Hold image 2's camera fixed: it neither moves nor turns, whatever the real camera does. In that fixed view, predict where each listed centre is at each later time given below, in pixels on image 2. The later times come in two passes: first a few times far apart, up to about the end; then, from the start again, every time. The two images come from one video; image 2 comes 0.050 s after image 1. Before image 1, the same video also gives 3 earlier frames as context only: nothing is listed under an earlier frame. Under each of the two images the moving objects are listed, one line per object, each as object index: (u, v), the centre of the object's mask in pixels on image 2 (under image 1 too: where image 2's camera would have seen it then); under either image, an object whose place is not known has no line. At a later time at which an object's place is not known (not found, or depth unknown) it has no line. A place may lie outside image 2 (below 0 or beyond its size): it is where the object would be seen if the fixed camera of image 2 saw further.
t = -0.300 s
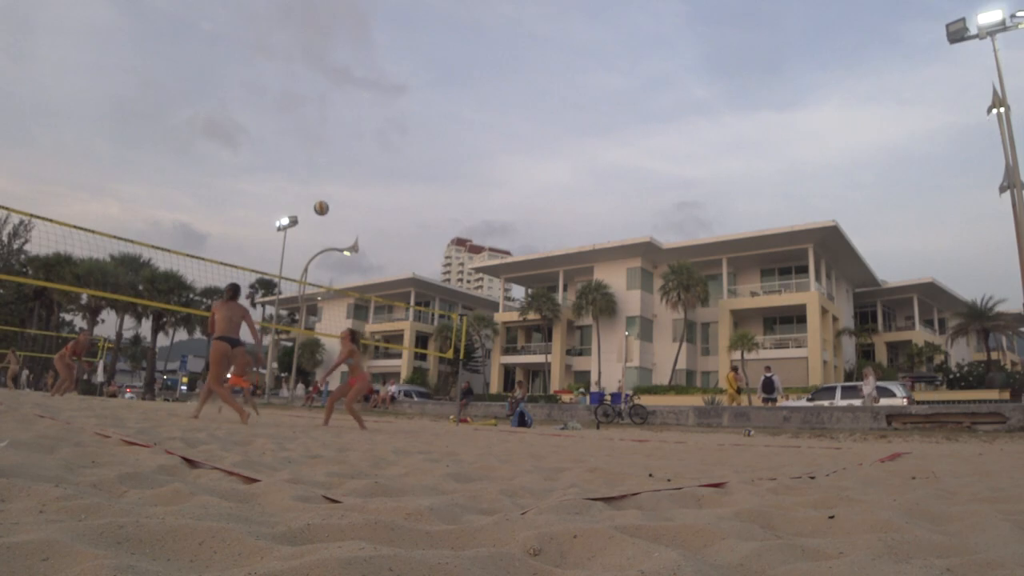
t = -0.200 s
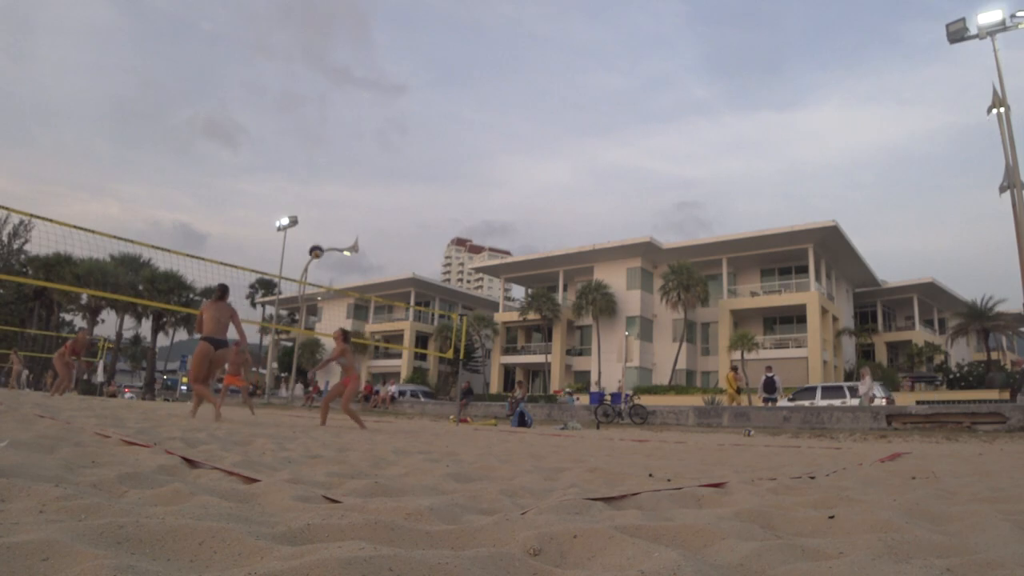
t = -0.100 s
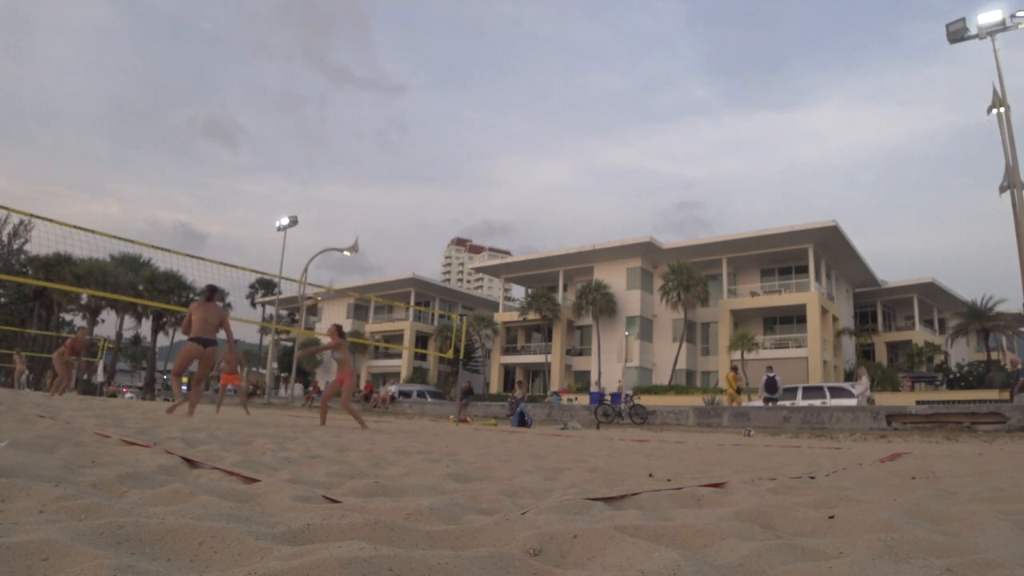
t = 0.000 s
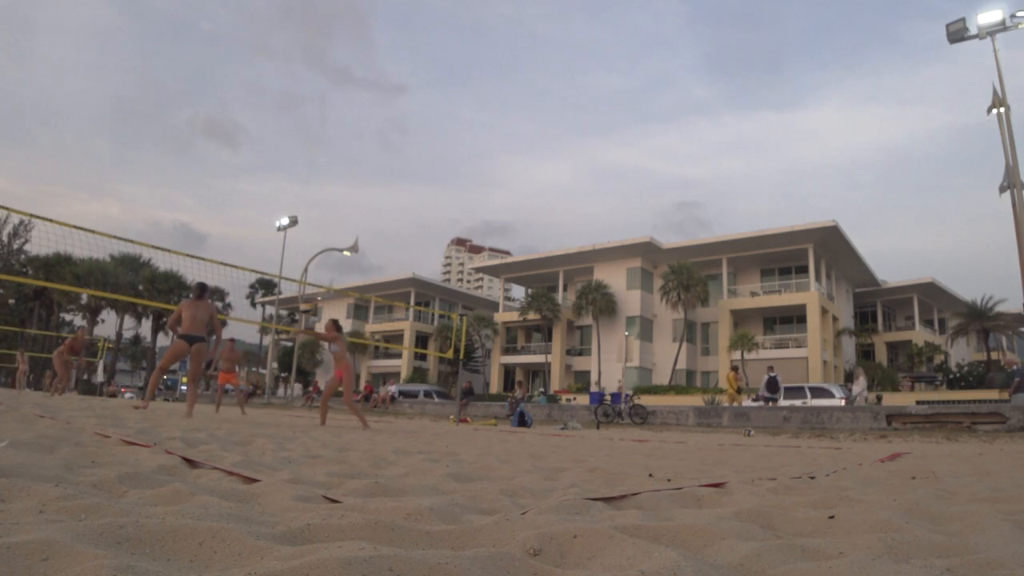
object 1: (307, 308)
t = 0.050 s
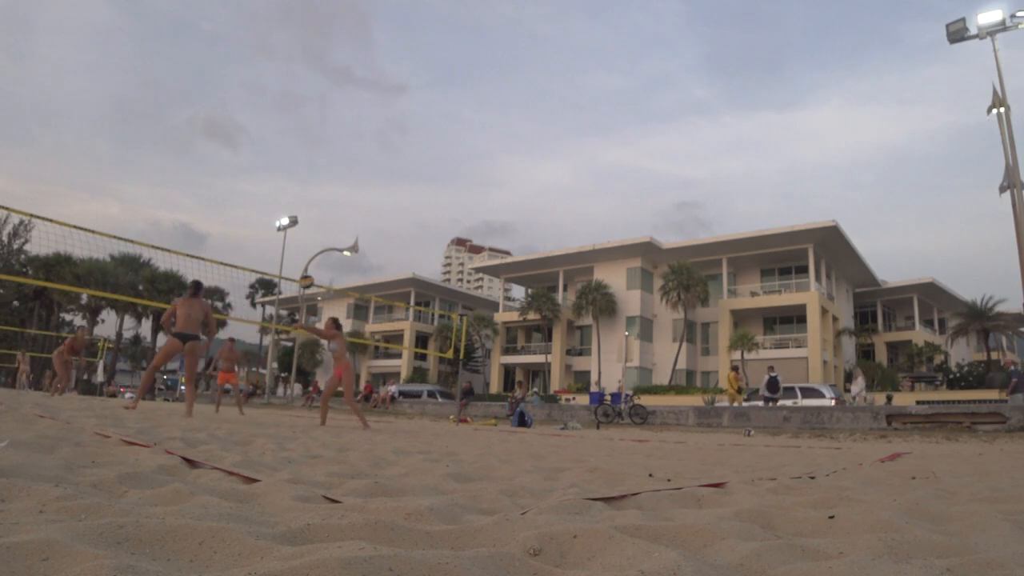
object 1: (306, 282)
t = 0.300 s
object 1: (302, 181)
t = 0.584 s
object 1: (295, 122)
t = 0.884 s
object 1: (281, 115)
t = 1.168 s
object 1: (260, 162)
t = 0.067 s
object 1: (306, 273)
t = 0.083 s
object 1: (306, 266)
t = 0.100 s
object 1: (305, 258)
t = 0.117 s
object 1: (305, 250)
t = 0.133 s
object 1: (305, 243)
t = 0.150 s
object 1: (305, 236)
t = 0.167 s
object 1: (304, 229)
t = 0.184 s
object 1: (304, 222)
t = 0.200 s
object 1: (304, 216)
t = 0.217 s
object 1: (304, 210)
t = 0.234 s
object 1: (303, 203)
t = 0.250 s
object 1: (303, 198)
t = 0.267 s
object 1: (303, 192)
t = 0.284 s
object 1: (302, 187)
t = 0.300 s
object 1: (302, 181)
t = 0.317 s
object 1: (302, 176)
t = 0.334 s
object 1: (302, 172)
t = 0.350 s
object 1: (301, 167)
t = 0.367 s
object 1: (301, 163)
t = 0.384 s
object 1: (301, 158)
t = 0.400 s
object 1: (300, 154)
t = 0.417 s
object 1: (300, 150)
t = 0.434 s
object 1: (300, 147)
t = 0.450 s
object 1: (299, 143)
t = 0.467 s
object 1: (299, 140)
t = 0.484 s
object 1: (298, 137)
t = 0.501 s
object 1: (298, 134)
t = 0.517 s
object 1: (297, 131)
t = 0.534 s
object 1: (297, 129)
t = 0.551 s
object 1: (296, 126)
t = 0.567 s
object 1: (296, 124)
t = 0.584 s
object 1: (295, 122)
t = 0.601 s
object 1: (295, 120)
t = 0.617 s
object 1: (294, 118)
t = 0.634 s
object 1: (293, 117)
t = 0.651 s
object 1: (293, 116)
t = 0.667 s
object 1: (292, 114)
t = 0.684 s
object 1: (291, 113)
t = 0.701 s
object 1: (291, 112)
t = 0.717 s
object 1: (290, 112)
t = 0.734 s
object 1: (289, 111)
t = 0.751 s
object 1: (288, 111)
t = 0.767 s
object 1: (287, 111)
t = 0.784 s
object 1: (287, 111)
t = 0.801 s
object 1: (286, 111)
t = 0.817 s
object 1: (285, 111)
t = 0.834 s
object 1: (284, 112)
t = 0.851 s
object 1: (283, 112)
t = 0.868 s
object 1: (282, 113)
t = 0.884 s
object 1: (281, 115)
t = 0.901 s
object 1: (280, 116)
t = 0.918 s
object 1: (279, 117)
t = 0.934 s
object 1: (278, 119)
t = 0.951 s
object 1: (277, 121)
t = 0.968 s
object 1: (276, 123)
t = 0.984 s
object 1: (274, 125)
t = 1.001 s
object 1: (273, 128)
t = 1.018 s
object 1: (272, 130)
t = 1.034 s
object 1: (271, 132)
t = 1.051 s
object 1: (269, 136)
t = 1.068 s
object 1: (268, 139)
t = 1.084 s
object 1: (267, 142)
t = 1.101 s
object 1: (265, 146)
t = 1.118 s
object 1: (264, 149)
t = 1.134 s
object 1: (263, 153)
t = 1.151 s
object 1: (262, 158)
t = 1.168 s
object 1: (260, 162)
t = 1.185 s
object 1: (259, 167)
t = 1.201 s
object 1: (257, 171)
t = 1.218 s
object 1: (256, 176)
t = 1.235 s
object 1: (254, 182)
